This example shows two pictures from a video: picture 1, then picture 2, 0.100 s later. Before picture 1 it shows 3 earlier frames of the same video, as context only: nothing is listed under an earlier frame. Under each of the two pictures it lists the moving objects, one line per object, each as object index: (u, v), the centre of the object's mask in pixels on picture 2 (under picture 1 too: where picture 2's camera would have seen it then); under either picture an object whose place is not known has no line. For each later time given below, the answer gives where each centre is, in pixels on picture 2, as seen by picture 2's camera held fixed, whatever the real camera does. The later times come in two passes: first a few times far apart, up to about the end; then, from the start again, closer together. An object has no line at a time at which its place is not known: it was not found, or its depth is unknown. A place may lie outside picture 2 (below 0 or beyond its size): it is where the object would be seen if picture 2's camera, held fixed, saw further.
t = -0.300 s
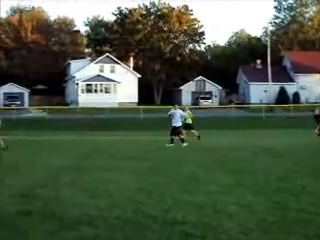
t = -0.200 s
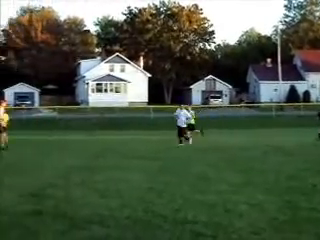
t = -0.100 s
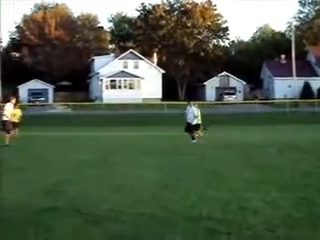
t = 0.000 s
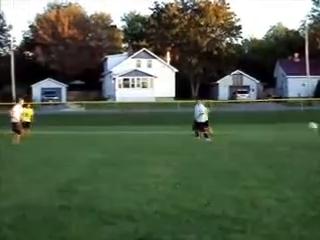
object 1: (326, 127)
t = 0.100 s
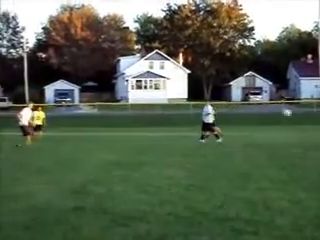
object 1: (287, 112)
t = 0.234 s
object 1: (237, 98)
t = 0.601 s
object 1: (114, 88)
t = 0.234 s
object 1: (237, 98)
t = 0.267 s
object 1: (224, 96)
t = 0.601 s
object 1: (114, 88)
